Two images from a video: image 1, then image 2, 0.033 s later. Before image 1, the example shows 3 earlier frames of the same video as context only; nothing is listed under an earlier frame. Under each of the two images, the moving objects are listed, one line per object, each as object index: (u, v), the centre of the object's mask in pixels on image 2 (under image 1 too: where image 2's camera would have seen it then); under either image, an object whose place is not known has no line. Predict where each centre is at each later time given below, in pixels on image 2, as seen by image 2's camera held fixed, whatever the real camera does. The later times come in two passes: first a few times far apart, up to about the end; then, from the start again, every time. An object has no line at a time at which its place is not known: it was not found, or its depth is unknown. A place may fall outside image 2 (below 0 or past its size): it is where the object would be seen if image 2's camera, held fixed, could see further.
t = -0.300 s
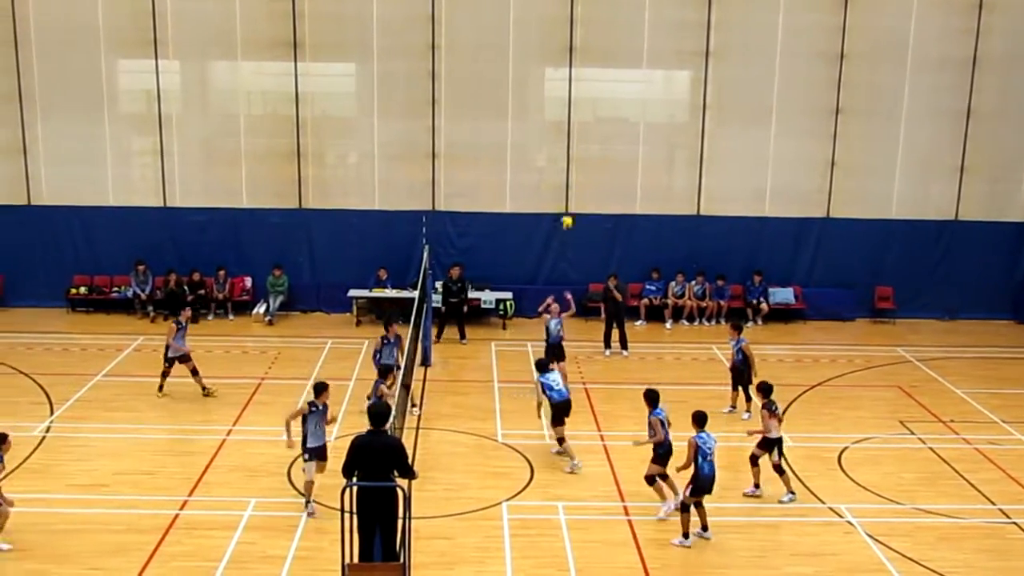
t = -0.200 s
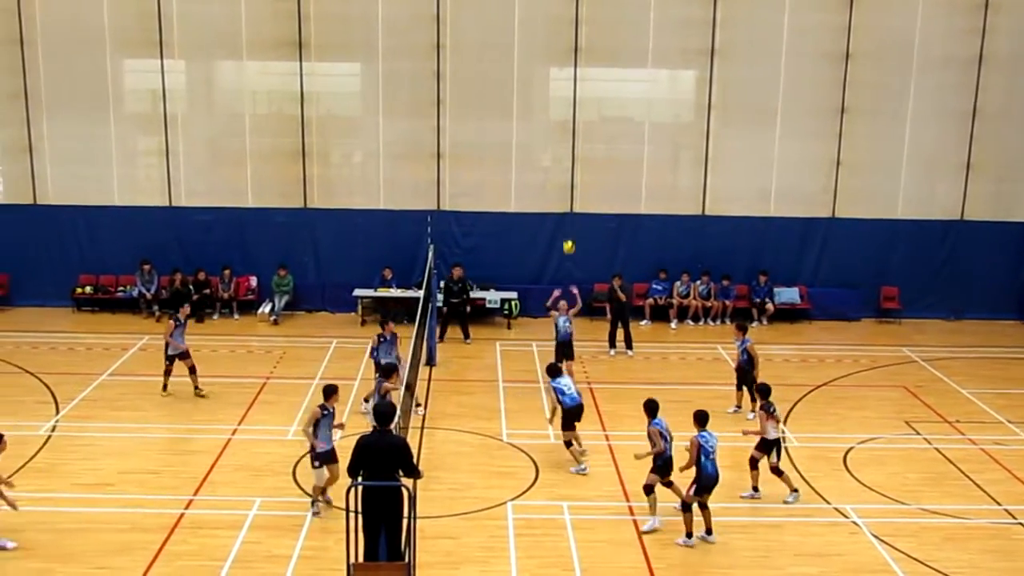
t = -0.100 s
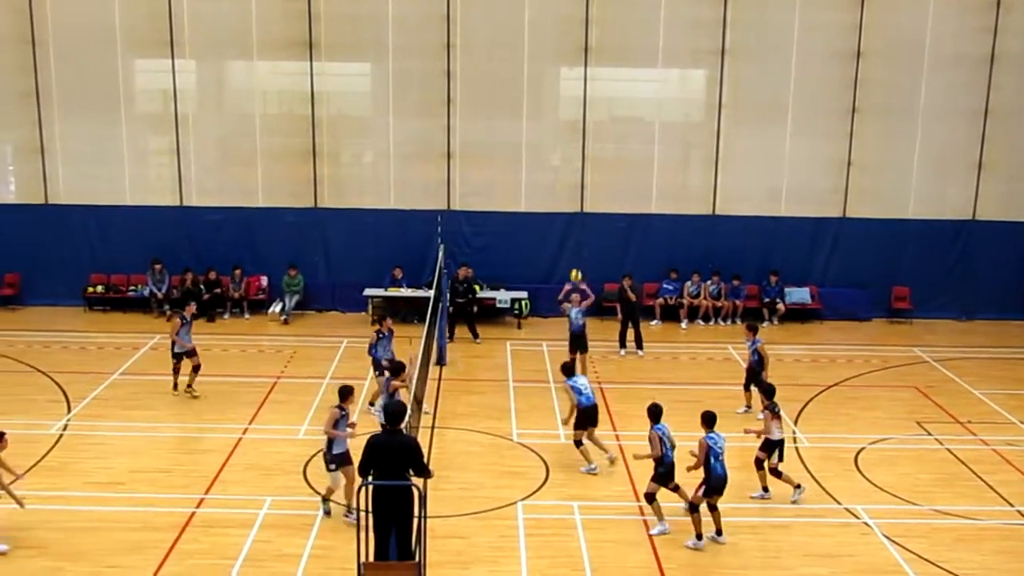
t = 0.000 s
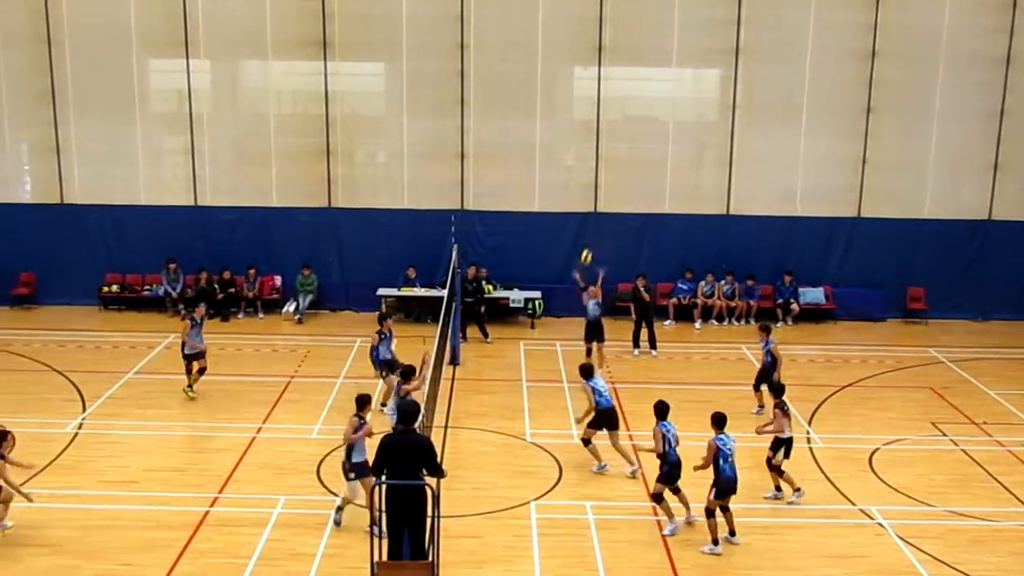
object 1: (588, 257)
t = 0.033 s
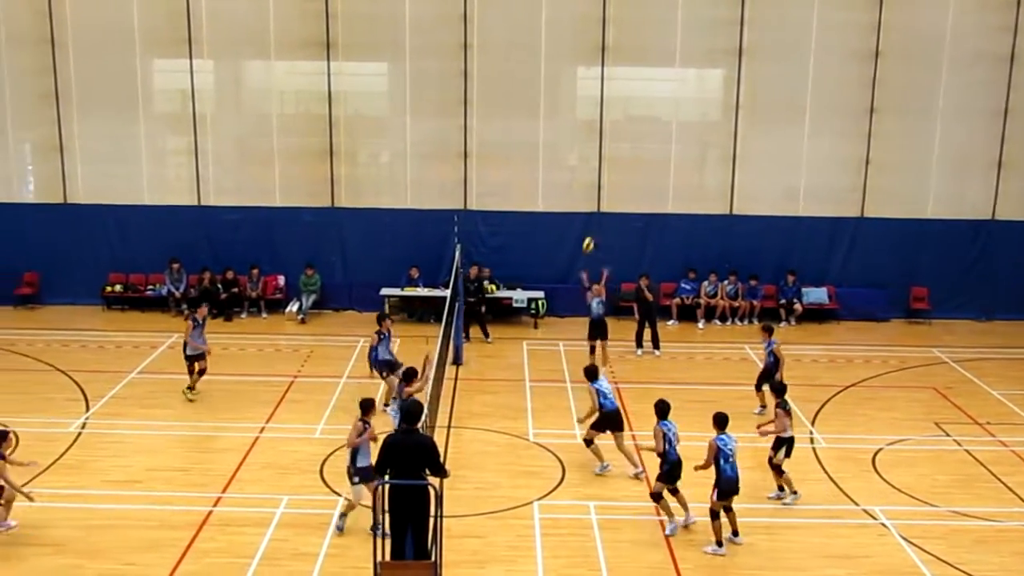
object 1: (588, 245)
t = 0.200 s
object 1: (584, 190)
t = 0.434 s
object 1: (577, 139)
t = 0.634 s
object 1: (569, 120)
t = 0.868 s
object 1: (559, 128)
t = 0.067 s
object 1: (587, 233)
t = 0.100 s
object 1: (586, 222)
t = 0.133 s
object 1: (586, 211)
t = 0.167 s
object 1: (585, 199)
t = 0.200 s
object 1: (584, 190)
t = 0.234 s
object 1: (584, 181)
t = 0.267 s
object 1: (582, 173)
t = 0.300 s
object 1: (581, 165)
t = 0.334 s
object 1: (580, 158)
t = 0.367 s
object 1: (579, 150)
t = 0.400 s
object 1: (578, 144)
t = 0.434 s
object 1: (577, 139)
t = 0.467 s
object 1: (576, 134)
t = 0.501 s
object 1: (574, 130)
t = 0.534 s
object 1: (573, 127)
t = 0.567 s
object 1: (571, 124)
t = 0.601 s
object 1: (570, 122)
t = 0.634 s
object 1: (569, 120)
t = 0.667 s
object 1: (568, 120)
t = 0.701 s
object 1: (566, 119)
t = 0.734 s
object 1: (565, 119)
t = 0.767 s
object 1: (564, 120)
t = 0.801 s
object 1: (562, 122)
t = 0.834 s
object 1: (561, 125)
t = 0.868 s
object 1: (559, 128)
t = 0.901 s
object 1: (558, 133)
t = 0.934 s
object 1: (557, 138)
